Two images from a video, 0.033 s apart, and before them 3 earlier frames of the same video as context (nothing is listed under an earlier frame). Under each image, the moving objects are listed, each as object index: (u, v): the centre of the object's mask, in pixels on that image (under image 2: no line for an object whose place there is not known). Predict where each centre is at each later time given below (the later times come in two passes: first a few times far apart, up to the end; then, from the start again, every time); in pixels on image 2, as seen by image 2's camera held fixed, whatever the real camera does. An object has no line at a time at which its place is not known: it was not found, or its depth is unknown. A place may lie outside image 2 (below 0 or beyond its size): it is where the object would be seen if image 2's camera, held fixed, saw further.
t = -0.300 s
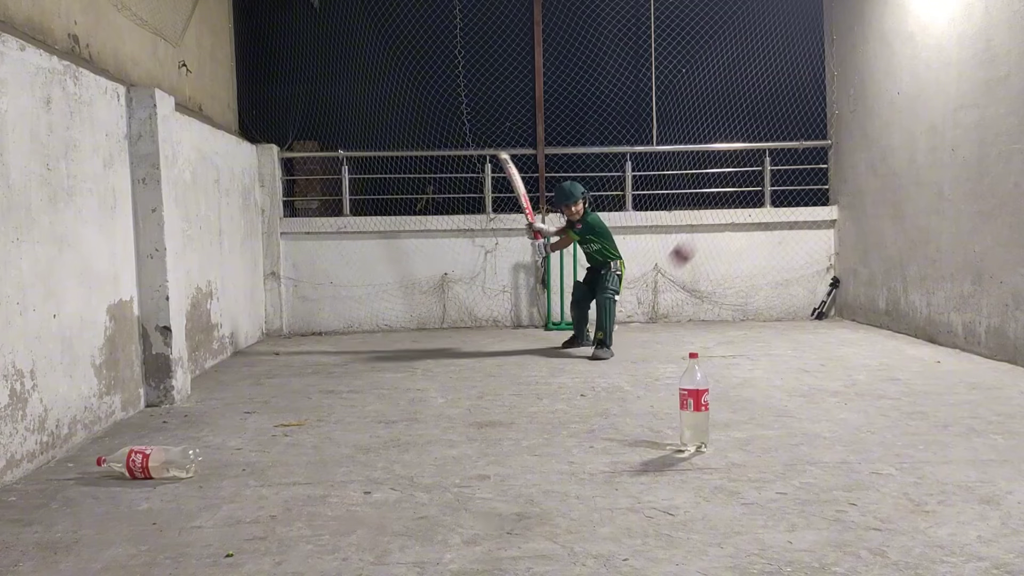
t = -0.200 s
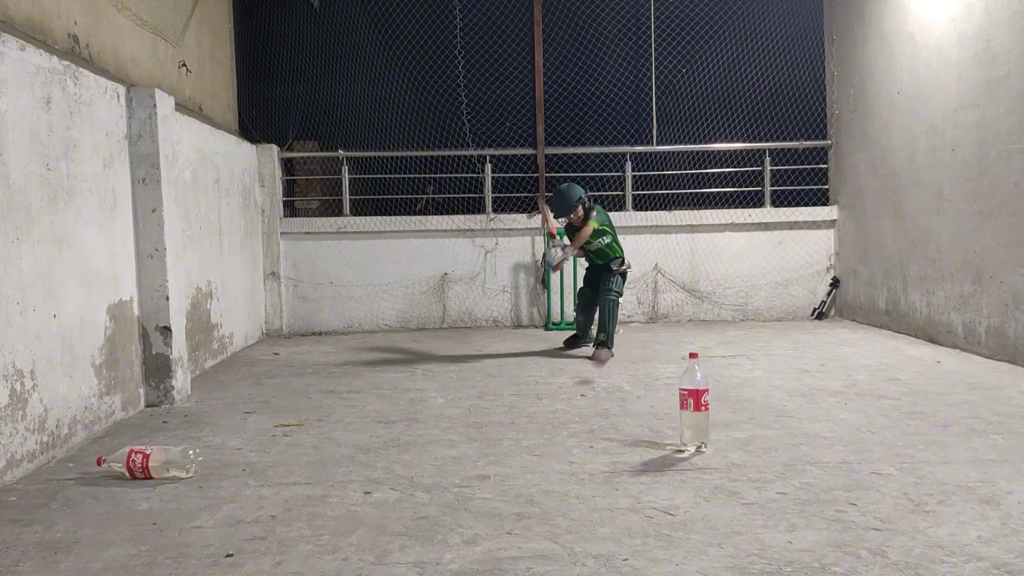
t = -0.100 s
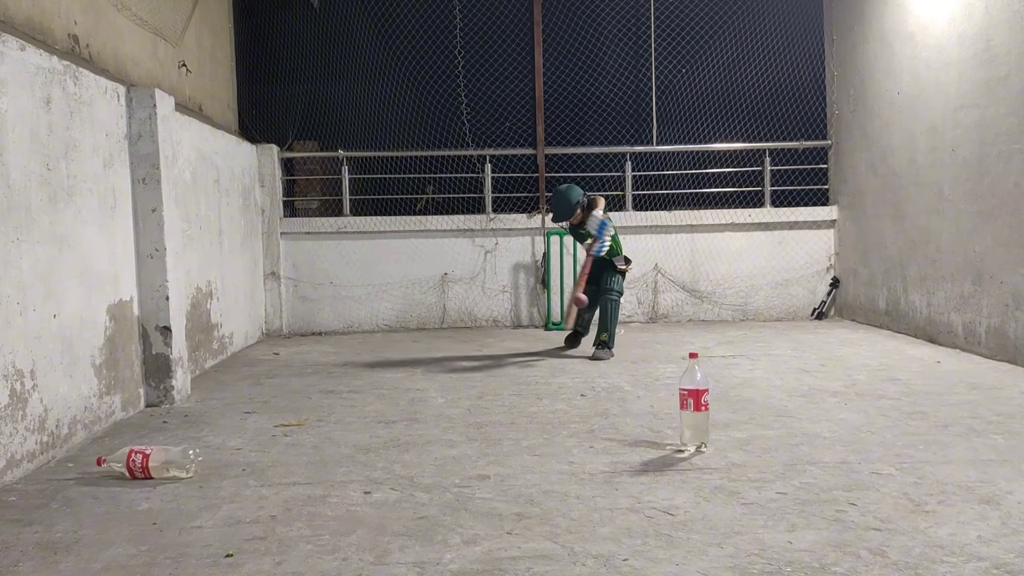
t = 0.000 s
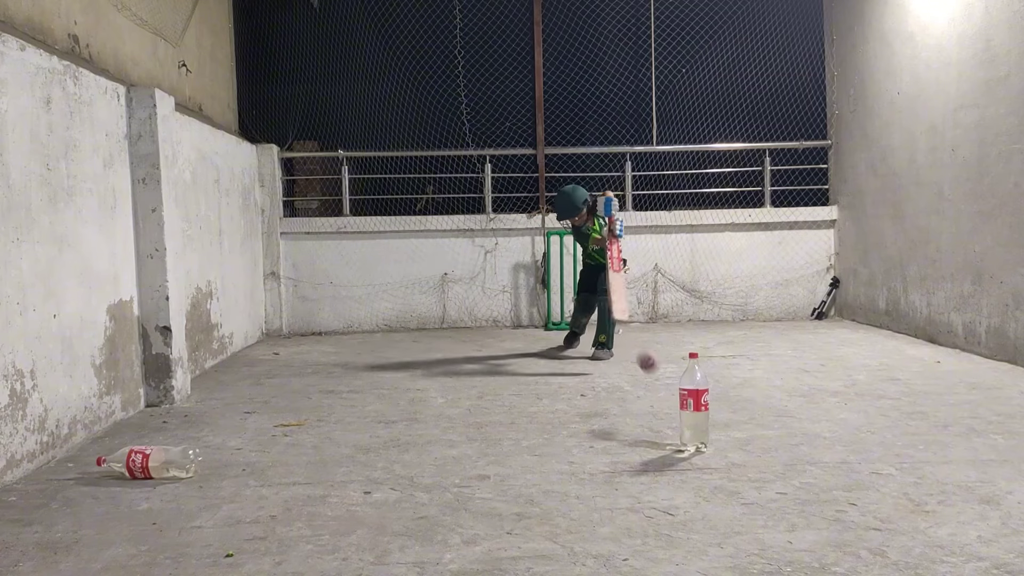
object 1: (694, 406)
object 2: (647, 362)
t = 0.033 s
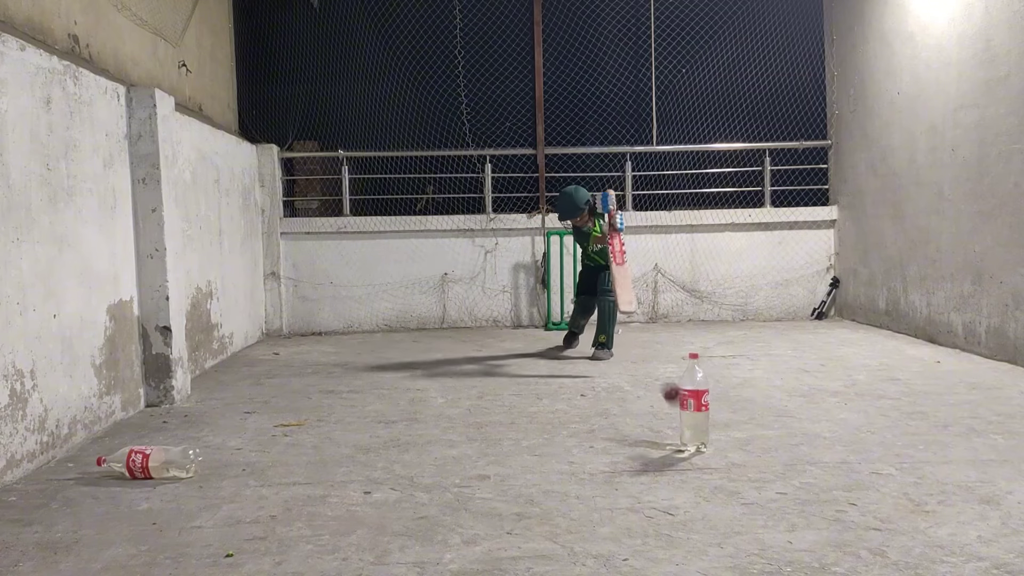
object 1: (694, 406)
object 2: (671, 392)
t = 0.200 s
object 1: (730, 430)
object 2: (682, 497)
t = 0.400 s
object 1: (726, 453)
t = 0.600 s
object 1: (734, 466)
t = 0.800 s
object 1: (741, 478)
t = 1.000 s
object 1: (749, 490)
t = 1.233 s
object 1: (761, 507)
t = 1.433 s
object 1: (771, 522)
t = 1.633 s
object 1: (783, 536)
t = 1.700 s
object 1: (786, 542)
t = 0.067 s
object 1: (713, 404)
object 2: (679, 424)
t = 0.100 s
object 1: (719, 408)
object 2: (683, 461)
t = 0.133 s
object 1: (726, 413)
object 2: (688, 504)
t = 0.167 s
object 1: (729, 420)
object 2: (685, 499)
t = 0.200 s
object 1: (730, 430)
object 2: (682, 497)
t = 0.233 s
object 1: (729, 435)
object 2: (679, 501)
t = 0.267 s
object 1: (728, 442)
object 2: (675, 511)
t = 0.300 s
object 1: (725, 449)
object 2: (670, 531)
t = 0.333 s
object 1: (725, 450)
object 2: (663, 557)
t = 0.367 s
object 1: (724, 452)
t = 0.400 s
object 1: (726, 453)
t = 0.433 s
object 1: (727, 456)
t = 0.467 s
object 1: (728, 458)
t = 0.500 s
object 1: (730, 460)
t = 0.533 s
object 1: (732, 462)
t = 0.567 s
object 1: (733, 464)
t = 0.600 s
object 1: (734, 466)
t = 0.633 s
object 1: (734, 468)
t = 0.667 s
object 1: (735, 469)
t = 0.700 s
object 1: (736, 471)
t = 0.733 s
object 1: (738, 474)
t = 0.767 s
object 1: (739, 476)
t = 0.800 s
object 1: (741, 478)
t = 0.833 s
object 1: (743, 480)
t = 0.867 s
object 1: (744, 482)
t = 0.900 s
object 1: (746, 484)
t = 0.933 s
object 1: (747, 487)
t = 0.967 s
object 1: (747, 489)
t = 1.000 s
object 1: (749, 490)
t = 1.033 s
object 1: (751, 493)
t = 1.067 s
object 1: (753, 495)
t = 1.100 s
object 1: (755, 497)
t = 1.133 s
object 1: (756, 499)
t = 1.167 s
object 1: (757, 501)
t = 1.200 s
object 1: (759, 504)
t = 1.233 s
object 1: (761, 507)
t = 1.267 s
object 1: (763, 509)
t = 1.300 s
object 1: (764, 512)
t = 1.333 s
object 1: (766, 513)
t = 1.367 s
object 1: (767, 516)
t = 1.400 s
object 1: (769, 520)
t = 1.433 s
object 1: (771, 522)
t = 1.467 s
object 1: (772, 524)
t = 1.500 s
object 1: (774, 526)
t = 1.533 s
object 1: (776, 528)
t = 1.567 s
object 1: (779, 531)
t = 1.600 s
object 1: (781, 534)
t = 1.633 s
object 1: (783, 536)
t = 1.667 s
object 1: (784, 539)
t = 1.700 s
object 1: (786, 542)
